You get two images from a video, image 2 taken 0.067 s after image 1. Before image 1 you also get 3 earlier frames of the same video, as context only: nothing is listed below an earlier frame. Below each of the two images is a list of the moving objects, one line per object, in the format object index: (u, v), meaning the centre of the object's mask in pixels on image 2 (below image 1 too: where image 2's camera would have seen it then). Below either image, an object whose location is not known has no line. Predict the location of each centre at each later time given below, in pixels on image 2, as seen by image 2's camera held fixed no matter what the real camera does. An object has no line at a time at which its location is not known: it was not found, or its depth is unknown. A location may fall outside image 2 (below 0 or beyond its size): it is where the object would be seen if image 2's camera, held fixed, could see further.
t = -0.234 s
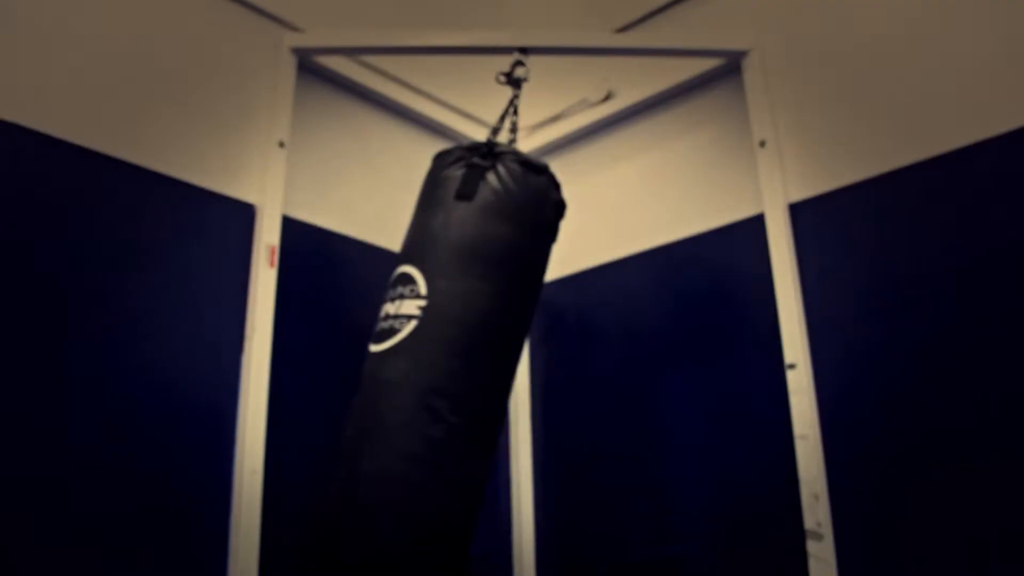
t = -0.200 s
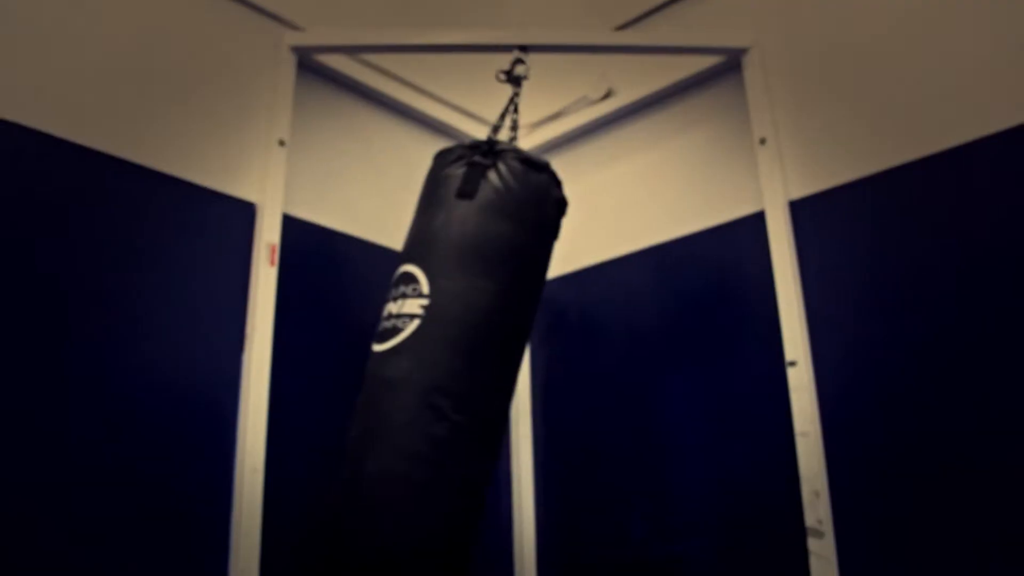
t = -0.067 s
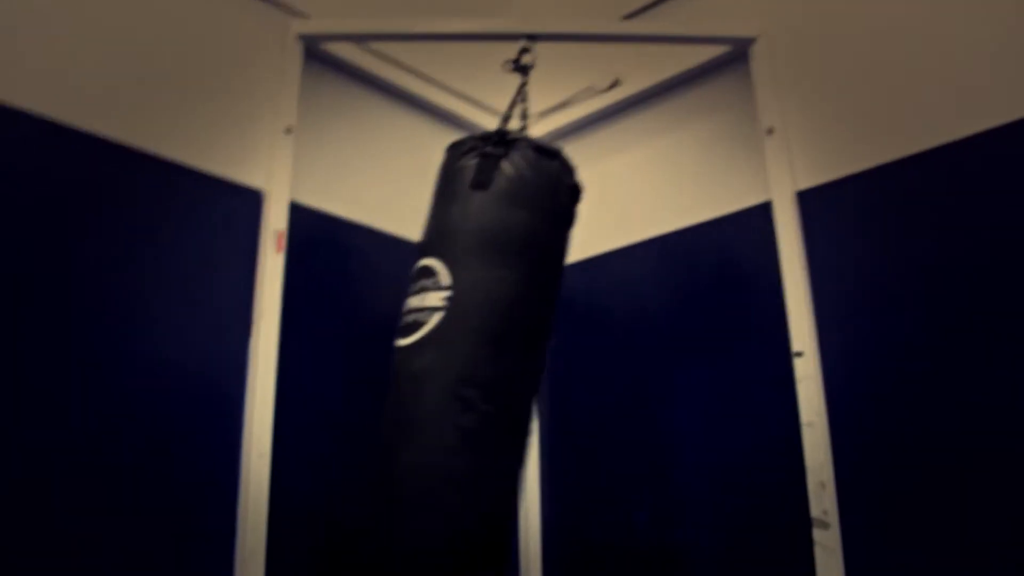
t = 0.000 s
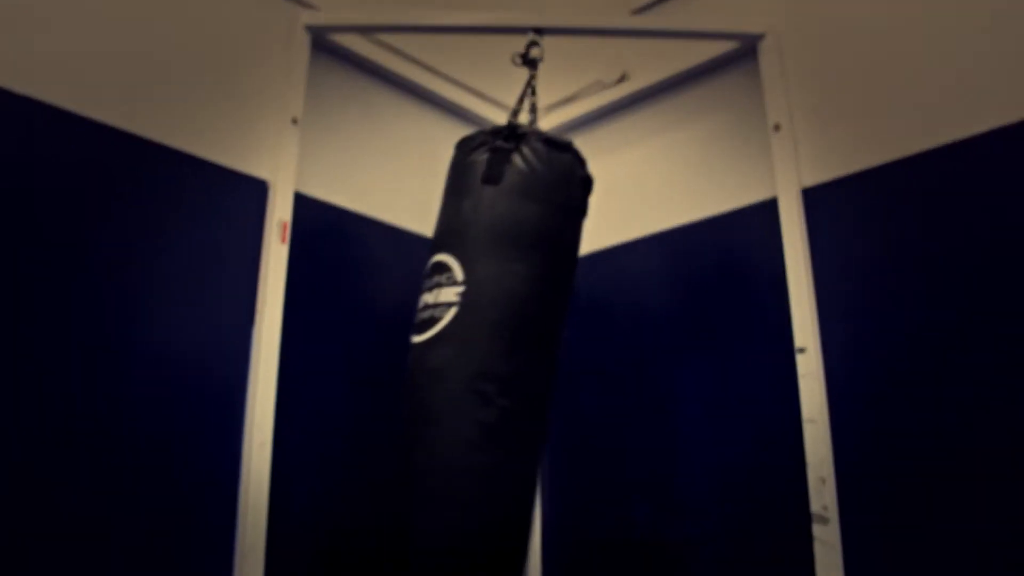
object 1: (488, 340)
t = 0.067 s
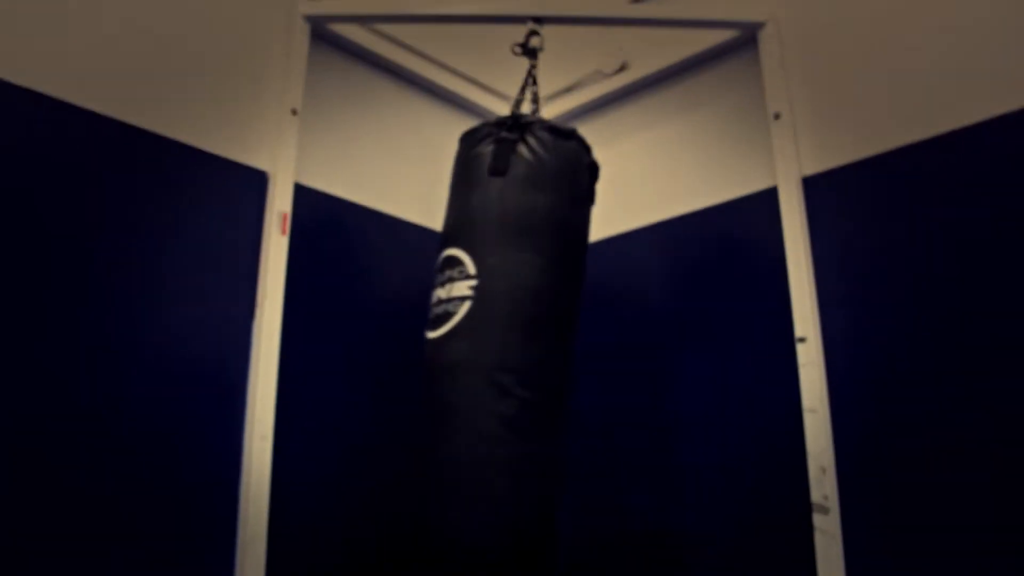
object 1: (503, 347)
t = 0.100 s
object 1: (511, 349)
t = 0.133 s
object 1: (519, 350)
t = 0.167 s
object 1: (527, 350)
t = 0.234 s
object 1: (544, 352)
